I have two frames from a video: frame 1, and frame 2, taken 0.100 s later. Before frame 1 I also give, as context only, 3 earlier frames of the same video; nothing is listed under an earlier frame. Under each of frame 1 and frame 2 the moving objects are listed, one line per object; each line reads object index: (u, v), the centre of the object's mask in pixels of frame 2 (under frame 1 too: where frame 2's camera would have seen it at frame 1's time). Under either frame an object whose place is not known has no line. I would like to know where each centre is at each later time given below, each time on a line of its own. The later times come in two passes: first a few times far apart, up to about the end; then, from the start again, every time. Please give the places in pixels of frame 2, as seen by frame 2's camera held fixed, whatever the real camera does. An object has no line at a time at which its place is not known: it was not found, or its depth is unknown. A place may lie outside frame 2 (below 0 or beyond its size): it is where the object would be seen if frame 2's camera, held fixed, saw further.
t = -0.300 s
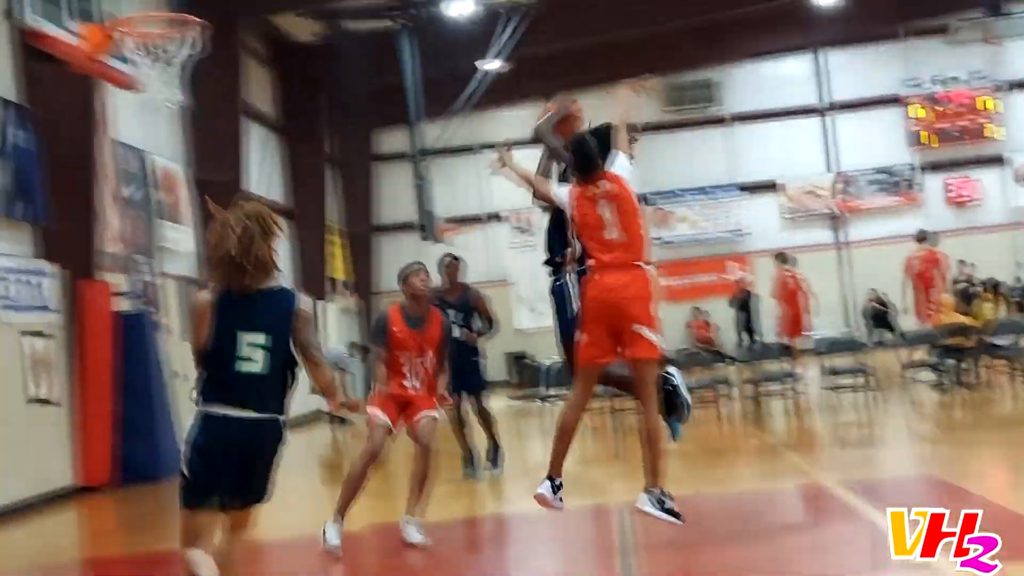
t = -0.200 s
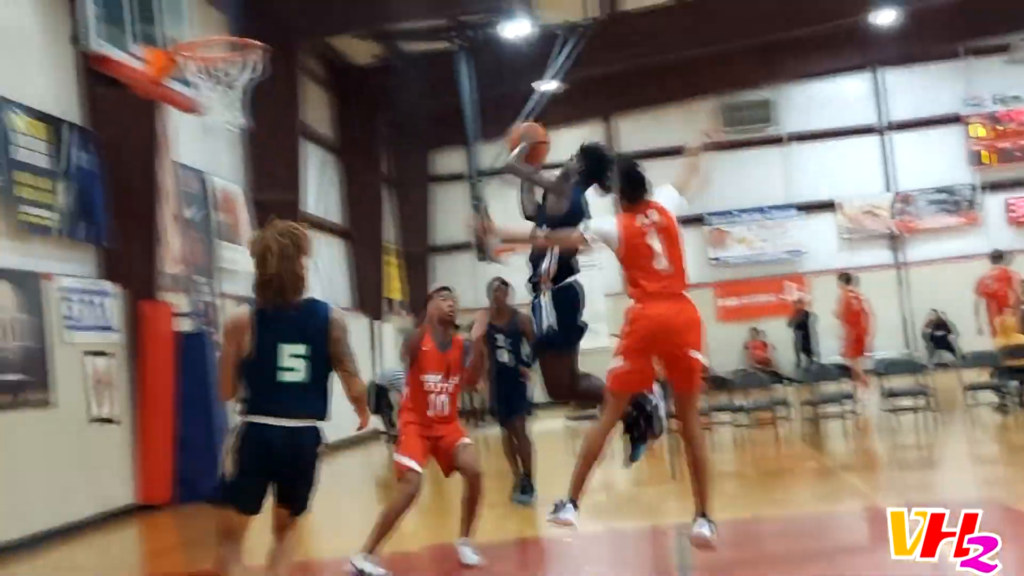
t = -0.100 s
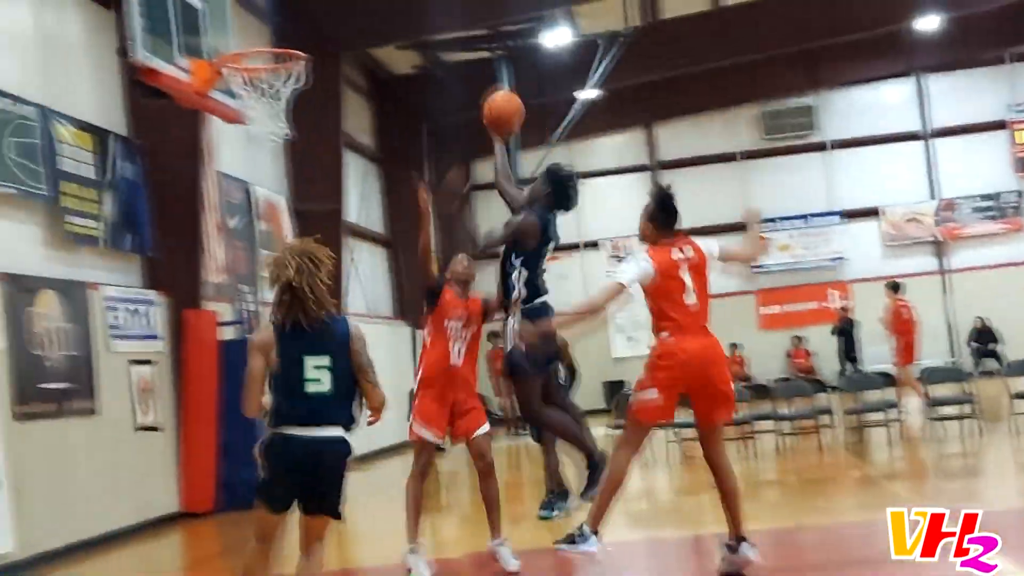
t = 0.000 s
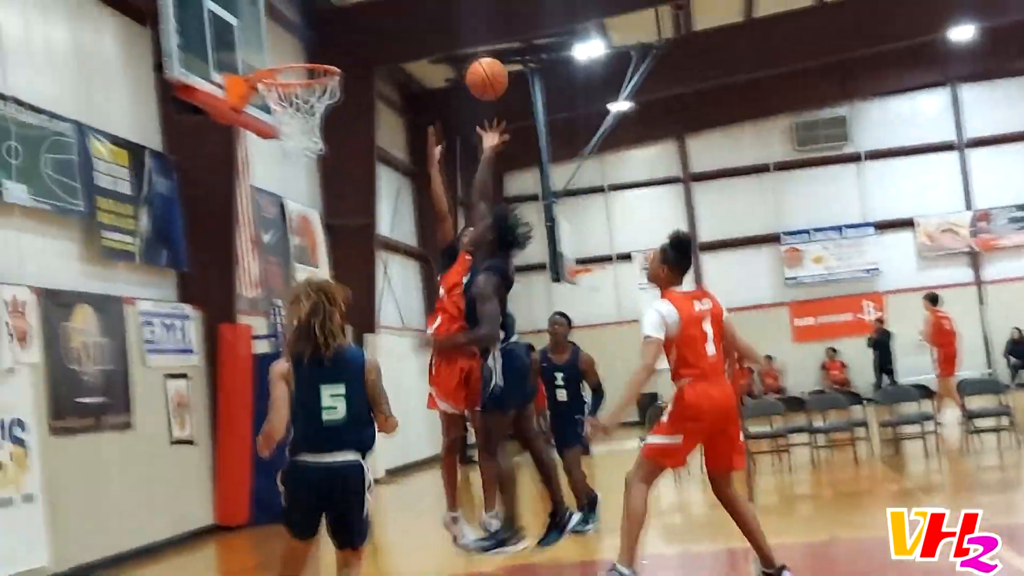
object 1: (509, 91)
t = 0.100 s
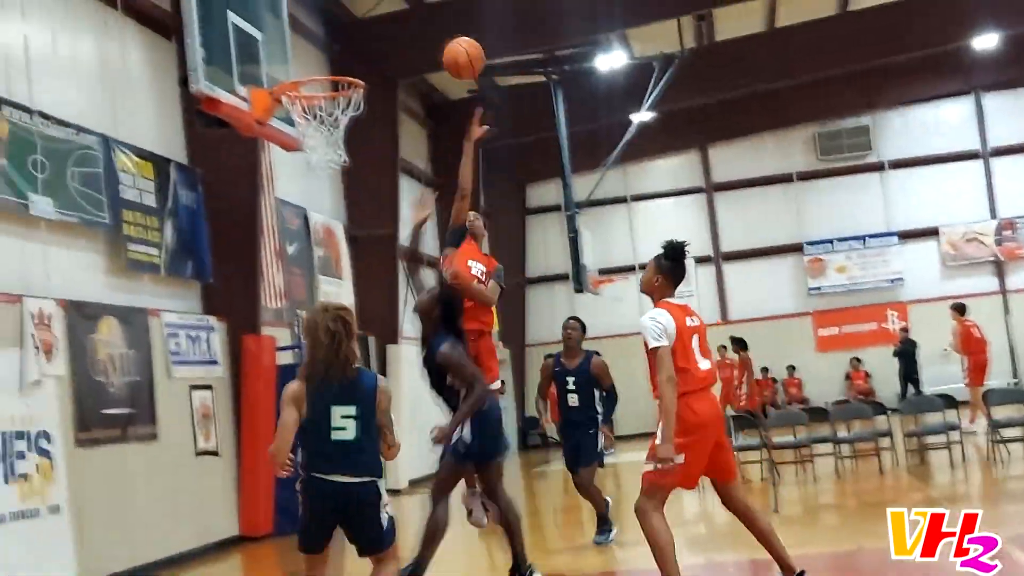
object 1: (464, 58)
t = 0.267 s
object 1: (380, 40)
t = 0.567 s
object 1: (276, 64)
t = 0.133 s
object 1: (448, 51)
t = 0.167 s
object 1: (433, 45)
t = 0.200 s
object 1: (418, 42)
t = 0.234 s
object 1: (395, 39)
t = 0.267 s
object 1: (380, 40)
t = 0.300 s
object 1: (366, 44)
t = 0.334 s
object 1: (352, 49)
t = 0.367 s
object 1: (338, 55)
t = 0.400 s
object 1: (326, 58)
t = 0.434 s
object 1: (313, 60)
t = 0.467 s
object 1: (302, 62)
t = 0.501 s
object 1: (291, 64)
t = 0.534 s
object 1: (283, 64)
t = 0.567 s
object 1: (276, 64)
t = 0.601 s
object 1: (268, 67)
